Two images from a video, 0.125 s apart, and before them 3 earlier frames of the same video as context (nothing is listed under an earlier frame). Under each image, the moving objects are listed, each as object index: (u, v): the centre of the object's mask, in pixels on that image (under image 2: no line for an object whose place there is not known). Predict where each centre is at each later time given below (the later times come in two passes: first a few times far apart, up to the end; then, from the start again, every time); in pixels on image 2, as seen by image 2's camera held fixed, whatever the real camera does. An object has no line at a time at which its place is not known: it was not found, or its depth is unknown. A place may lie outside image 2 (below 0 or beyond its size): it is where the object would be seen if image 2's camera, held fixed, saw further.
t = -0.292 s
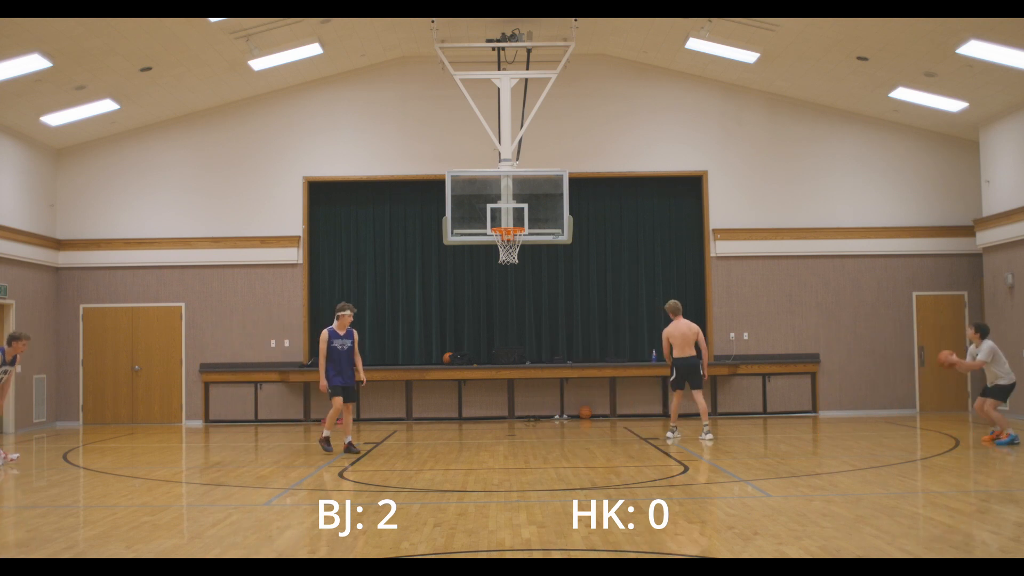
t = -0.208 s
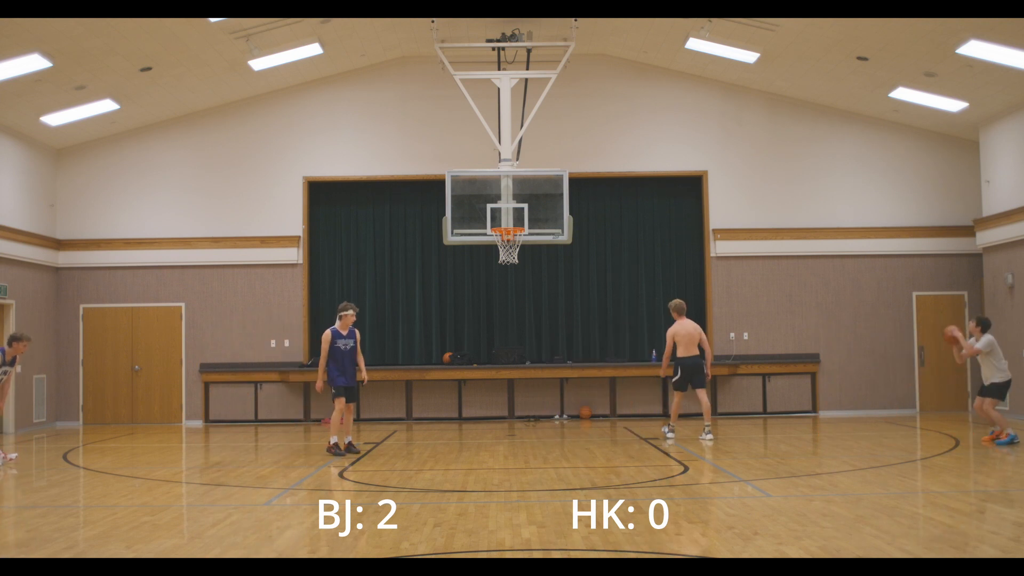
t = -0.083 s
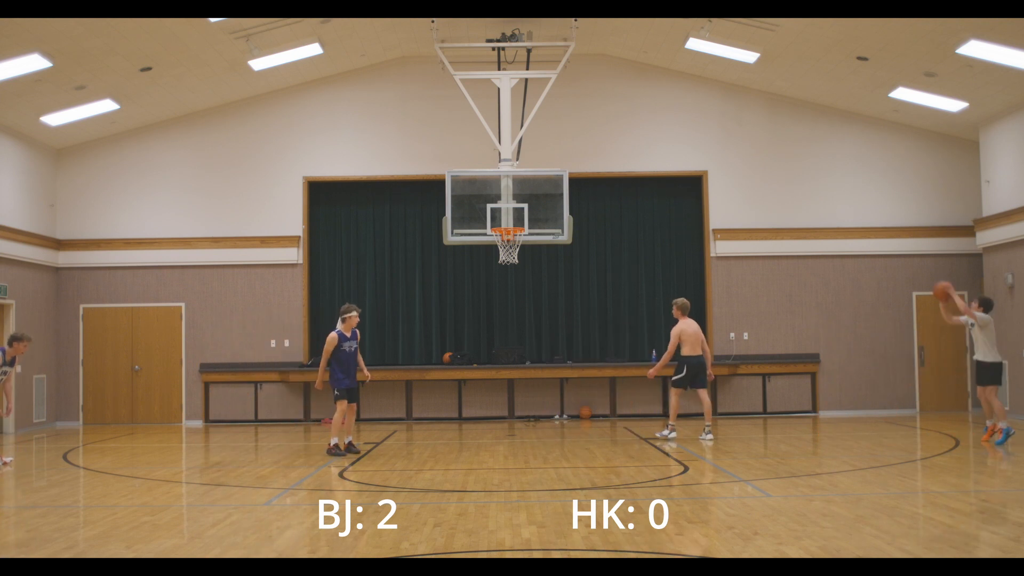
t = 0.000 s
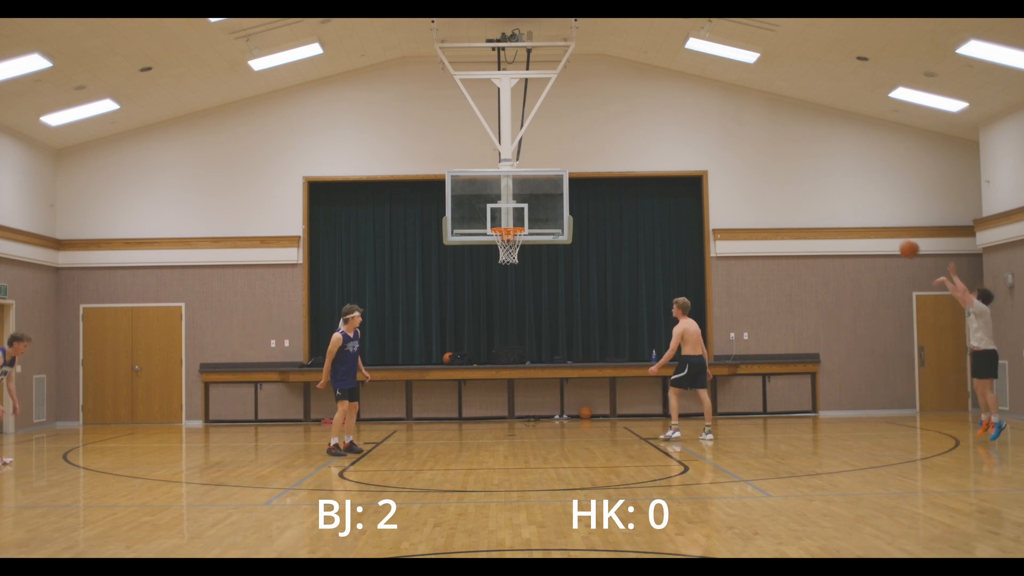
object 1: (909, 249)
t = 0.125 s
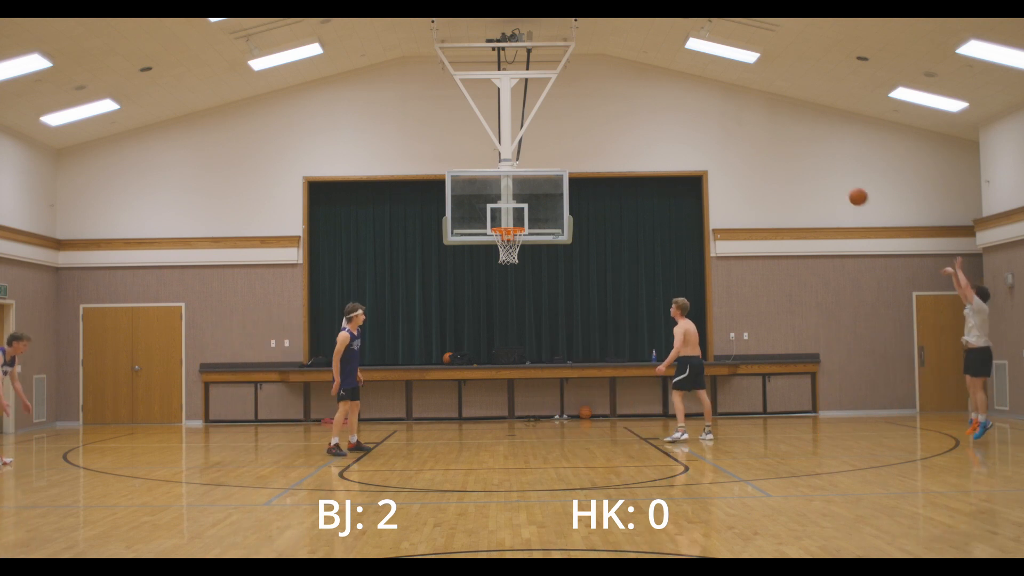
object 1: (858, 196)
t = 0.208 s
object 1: (826, 169)
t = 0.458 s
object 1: (735, 119)
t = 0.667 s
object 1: (666, 114)
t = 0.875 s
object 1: (602, 138)
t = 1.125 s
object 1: (531, 202)
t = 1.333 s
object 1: (488, 254)
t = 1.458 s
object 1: (476, 271)
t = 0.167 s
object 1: (842, 182)
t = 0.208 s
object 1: (826, 169)
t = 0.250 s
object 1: (810, 158)
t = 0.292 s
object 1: (794, 147)
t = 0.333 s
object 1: (779, 138)
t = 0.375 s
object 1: (764, 131)
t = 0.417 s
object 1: (749, 124)
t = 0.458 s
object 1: (735, 119)
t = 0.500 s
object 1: (721, 116)
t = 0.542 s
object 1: (707, 113)
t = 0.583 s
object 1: (693, 113)
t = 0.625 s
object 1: (680, 113)
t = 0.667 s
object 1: (666, 114)
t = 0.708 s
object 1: (653, 116)
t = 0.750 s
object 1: (640, 121)
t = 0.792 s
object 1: (627, 125)
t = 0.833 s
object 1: (615, 131)
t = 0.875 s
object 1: (602, 138)
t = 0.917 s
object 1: (590, 146)
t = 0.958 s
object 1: (578, 155)
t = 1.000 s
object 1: (566, 166)
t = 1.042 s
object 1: (554, 177)
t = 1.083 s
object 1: (542, 189)
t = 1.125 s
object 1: (531, 202)
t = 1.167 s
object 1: (520, 217)
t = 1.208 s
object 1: (507, 233)
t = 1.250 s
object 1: (498, 248)
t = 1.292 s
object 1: (493, 253)
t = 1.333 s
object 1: (488, 254)
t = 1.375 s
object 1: (484, 259)
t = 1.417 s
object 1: (480, 264)
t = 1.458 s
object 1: (476, 271)
